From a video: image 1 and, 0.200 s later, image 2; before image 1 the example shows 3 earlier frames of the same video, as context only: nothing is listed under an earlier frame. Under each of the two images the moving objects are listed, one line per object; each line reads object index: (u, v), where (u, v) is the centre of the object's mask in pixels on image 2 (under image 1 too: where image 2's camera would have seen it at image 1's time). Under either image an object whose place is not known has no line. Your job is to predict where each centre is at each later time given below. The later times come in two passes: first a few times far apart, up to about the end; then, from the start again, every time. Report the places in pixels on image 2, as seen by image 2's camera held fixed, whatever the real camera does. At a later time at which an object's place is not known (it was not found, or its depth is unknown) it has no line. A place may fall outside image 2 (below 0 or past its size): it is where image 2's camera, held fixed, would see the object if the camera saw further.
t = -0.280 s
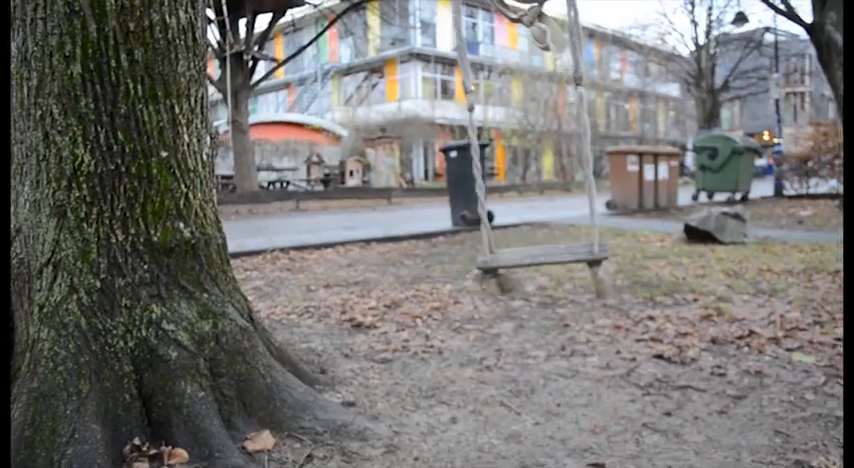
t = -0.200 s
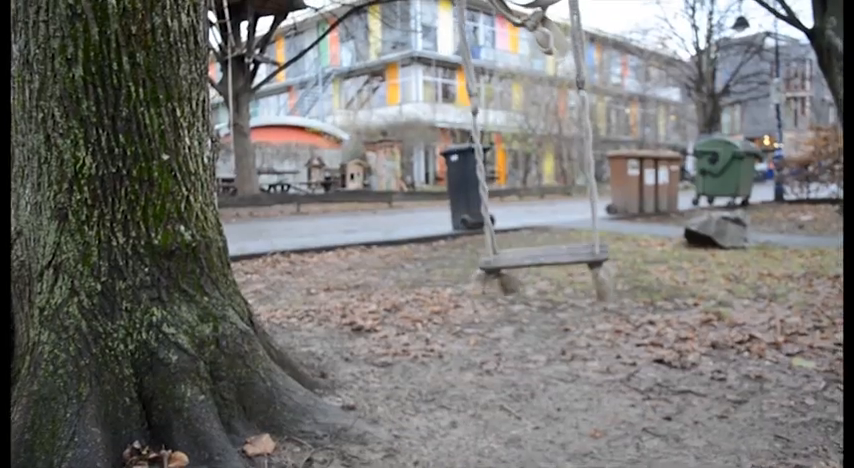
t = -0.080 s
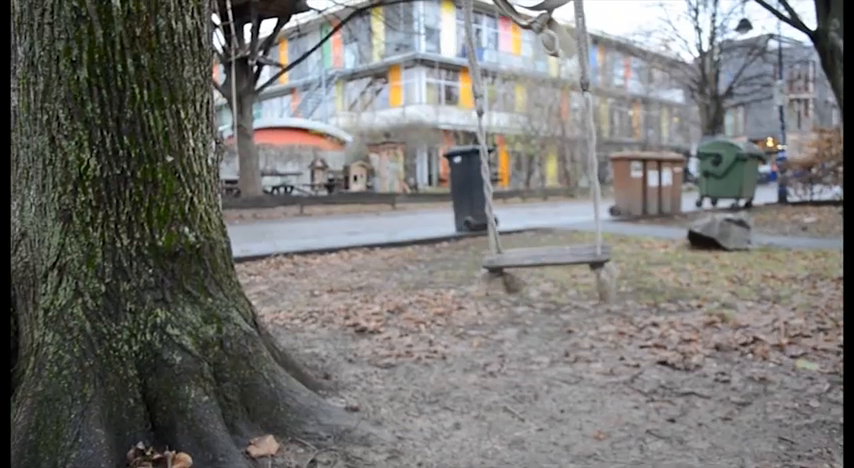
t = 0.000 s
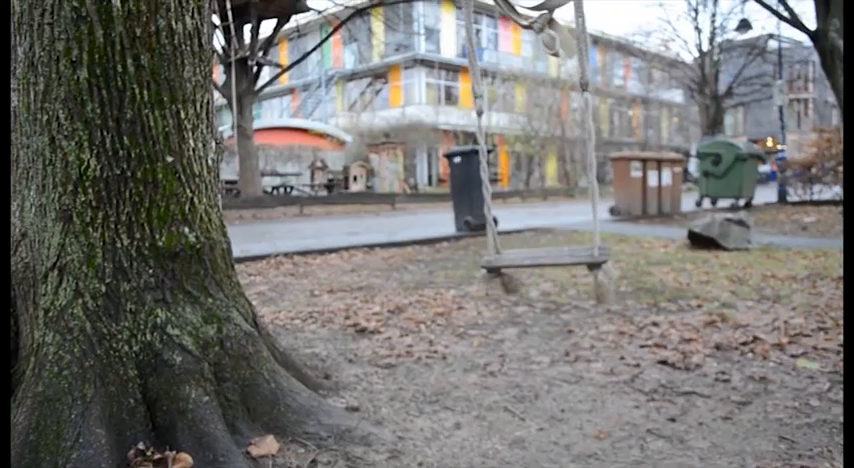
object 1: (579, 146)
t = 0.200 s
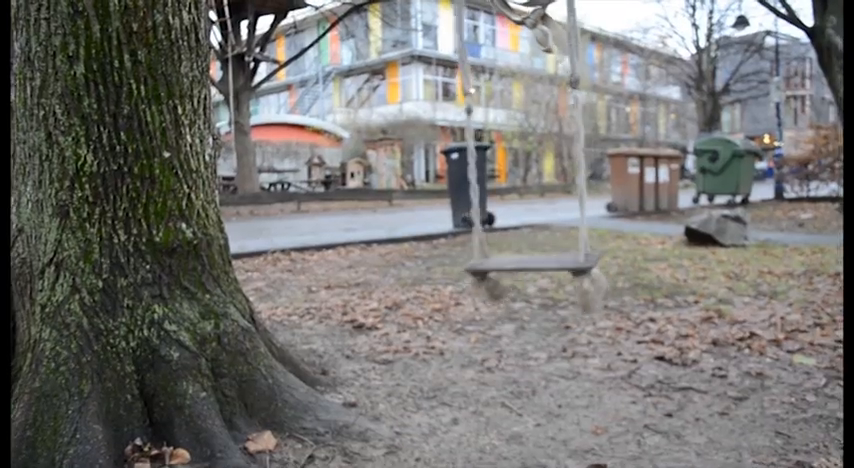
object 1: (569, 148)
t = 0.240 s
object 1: (569, 148)
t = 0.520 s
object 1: (548, 173)
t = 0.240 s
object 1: (569, 148)
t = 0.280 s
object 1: (567, 153)
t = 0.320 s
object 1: (564, 164)
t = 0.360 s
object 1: (563, 166)
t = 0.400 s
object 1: (560, 166)
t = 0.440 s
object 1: (555, 164)
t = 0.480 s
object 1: (552, 181)
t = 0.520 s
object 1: (548, 173)
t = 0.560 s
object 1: (544, 182)
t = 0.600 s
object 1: (539, 180)
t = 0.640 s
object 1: (533, 186)
